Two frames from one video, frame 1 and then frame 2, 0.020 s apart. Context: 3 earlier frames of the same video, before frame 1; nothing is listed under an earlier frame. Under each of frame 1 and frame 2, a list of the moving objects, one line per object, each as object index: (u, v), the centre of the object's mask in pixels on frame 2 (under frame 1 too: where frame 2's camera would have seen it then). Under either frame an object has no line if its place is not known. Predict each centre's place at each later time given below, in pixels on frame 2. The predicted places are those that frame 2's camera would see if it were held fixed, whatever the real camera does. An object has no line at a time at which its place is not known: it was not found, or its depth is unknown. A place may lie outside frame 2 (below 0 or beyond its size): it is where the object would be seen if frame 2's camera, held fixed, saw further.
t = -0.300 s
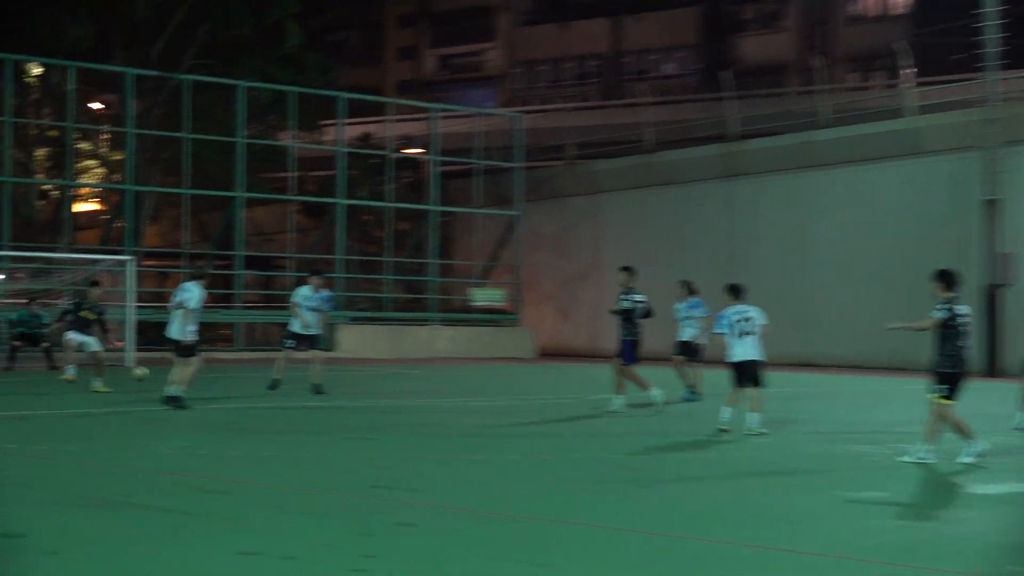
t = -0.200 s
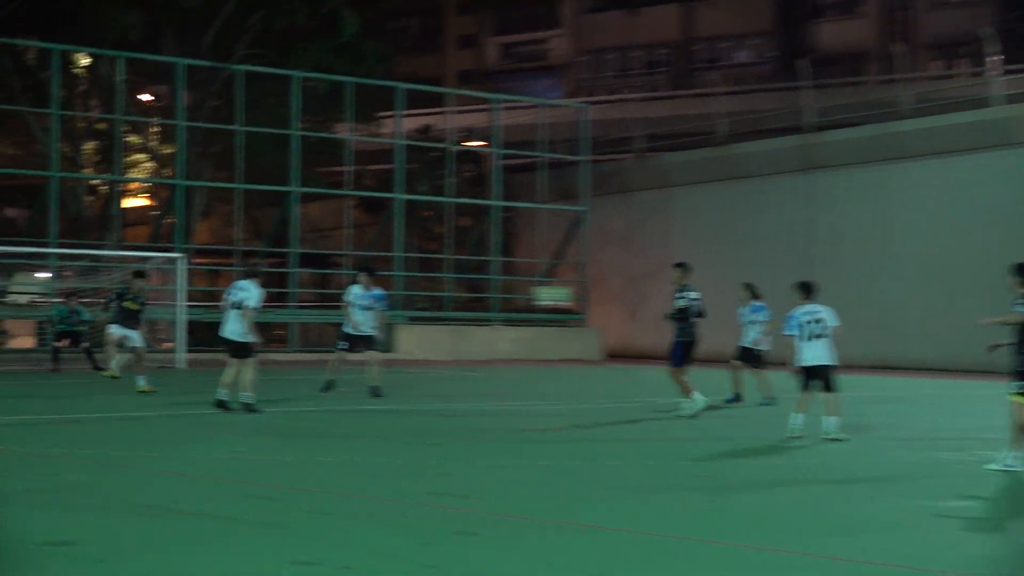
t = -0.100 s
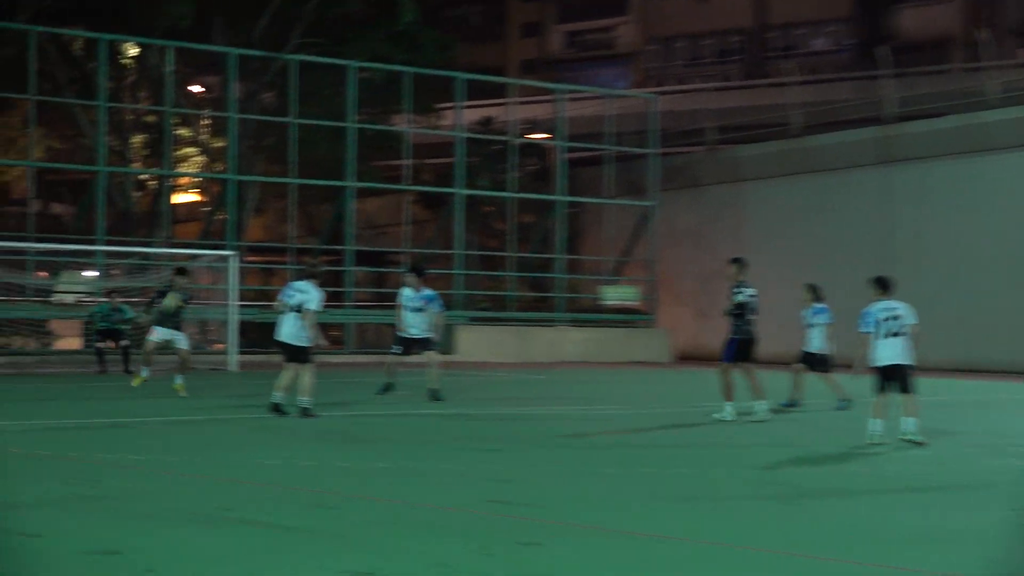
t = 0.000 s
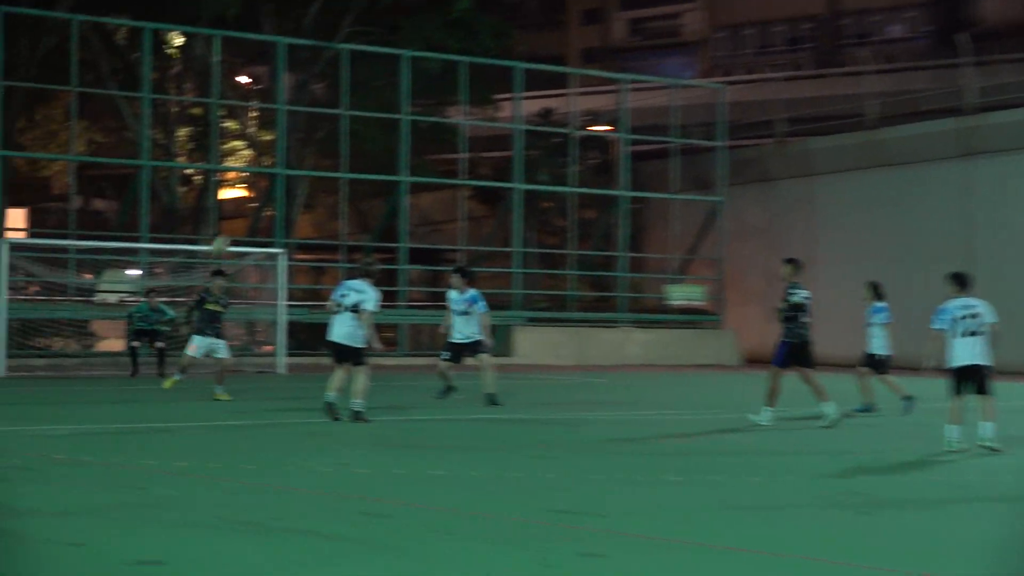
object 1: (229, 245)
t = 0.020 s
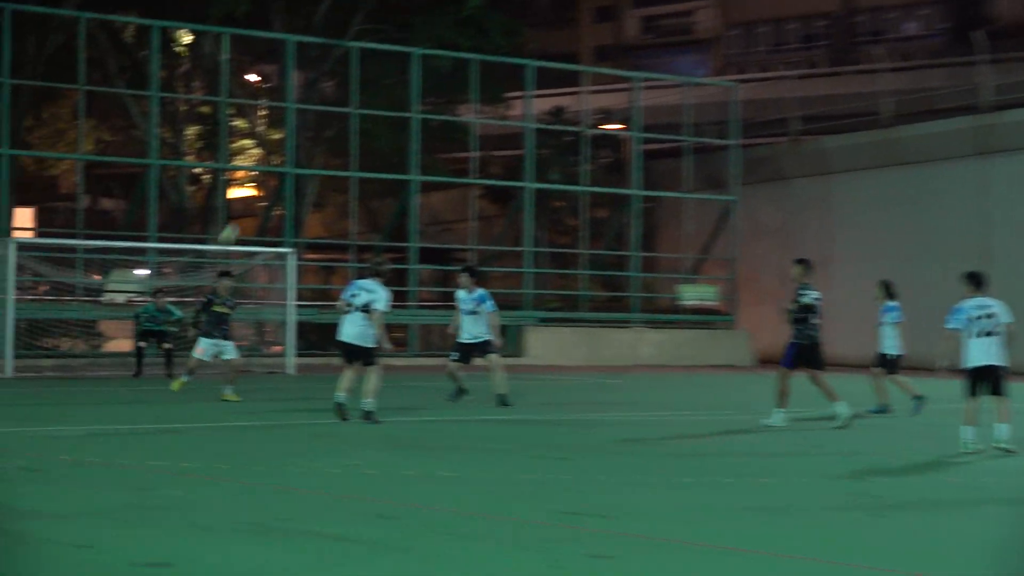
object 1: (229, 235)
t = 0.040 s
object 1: (229, 225)
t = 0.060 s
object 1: (229, 215)
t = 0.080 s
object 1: (229, 208)
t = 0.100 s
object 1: (226, 198)
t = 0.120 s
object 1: (227, 189)
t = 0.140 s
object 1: (228, 181)
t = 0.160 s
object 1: (228, 173)
